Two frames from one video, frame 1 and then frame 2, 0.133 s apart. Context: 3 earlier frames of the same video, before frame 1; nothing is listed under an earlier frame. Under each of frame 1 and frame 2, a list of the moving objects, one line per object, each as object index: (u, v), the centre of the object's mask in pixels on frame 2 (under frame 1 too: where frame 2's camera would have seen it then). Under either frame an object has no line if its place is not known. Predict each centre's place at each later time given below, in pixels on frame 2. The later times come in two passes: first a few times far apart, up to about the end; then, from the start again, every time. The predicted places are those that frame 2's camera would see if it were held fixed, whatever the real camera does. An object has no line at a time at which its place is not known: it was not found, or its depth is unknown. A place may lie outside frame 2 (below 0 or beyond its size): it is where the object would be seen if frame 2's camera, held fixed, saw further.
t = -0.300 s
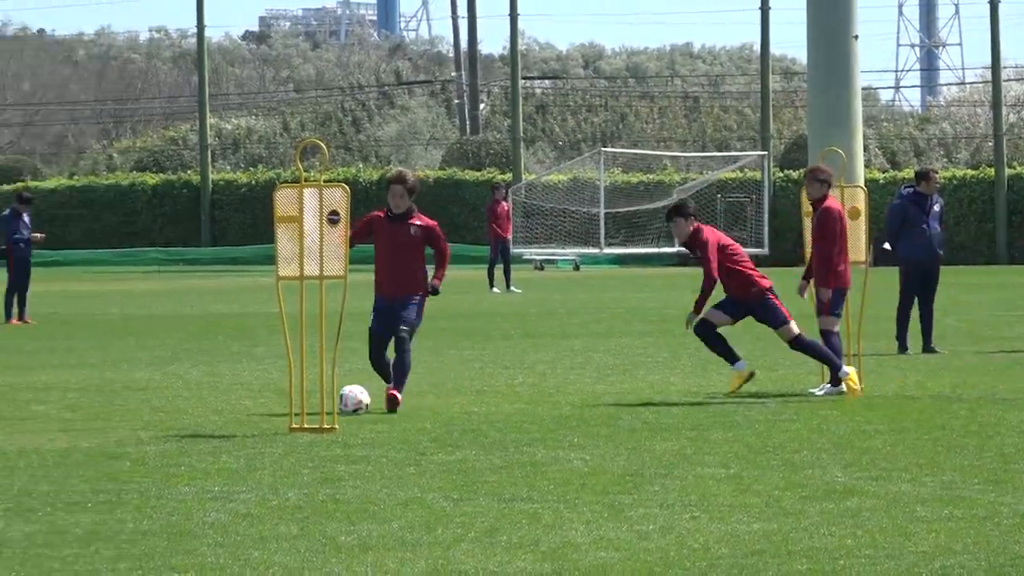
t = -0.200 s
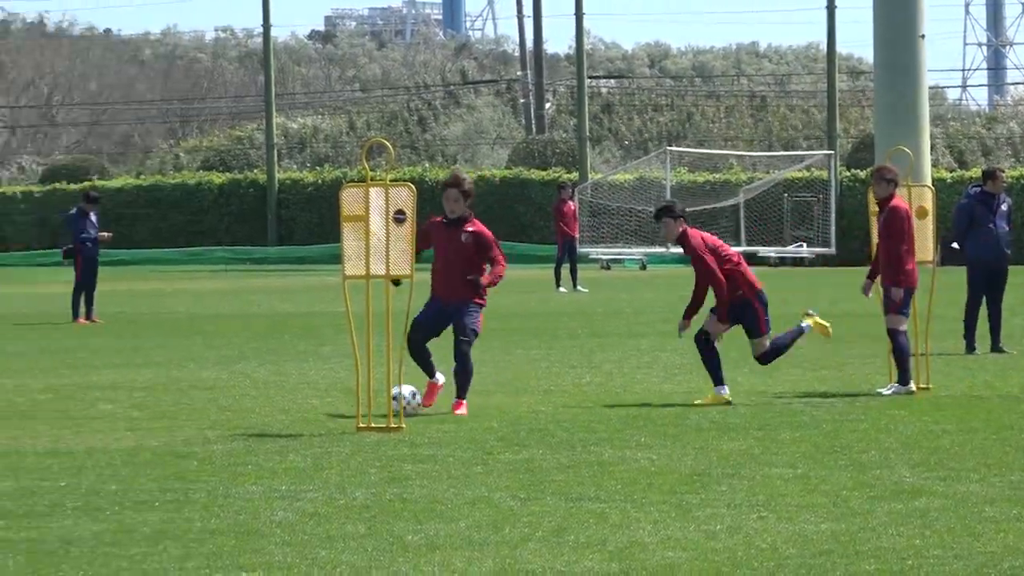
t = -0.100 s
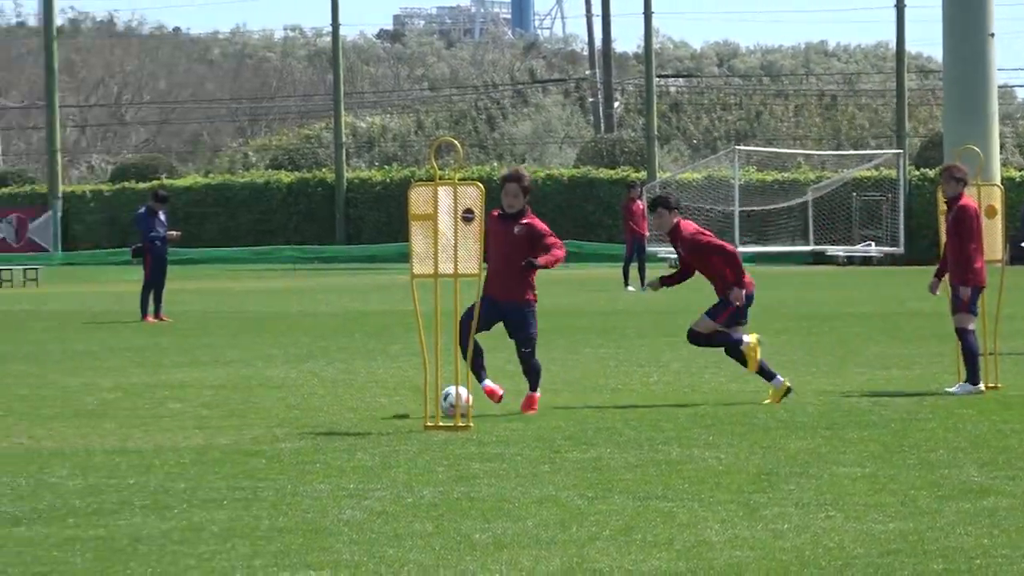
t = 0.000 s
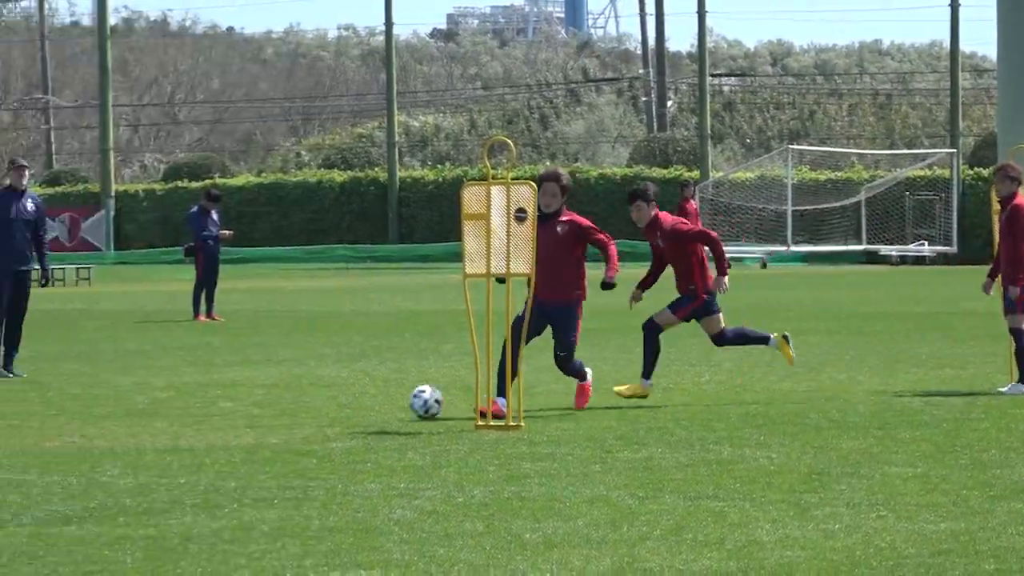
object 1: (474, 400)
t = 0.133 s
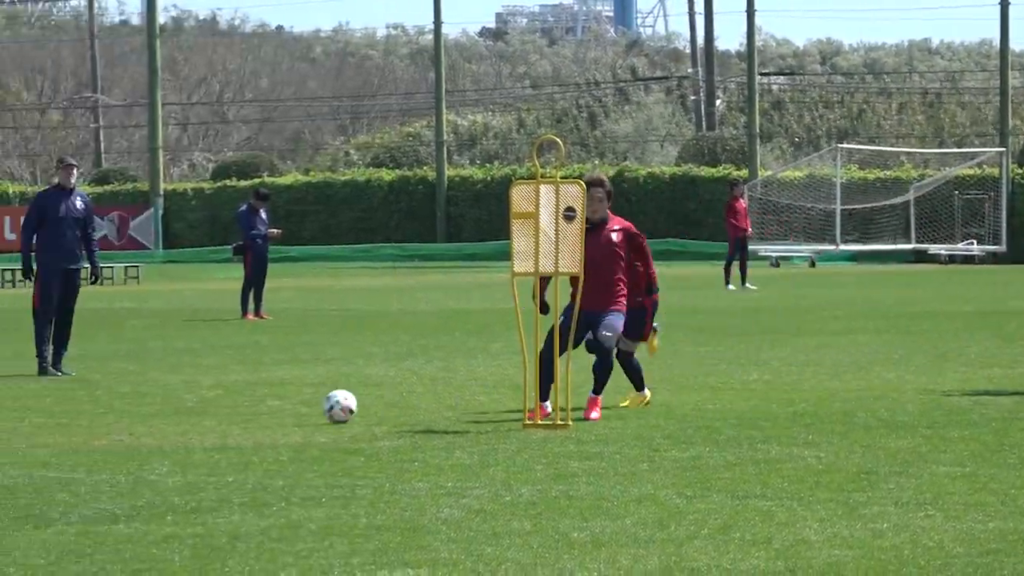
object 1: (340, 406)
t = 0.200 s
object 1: (278, 410)
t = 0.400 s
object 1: (112, 415)
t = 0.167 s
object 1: (309, 407)
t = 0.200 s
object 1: (278, 410)
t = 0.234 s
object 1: (248, 412)
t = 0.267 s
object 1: (222, 410)
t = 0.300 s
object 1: (195, 408)
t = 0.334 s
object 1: (168, 408)
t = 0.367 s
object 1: (141, 410)
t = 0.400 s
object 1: (112, 415)
